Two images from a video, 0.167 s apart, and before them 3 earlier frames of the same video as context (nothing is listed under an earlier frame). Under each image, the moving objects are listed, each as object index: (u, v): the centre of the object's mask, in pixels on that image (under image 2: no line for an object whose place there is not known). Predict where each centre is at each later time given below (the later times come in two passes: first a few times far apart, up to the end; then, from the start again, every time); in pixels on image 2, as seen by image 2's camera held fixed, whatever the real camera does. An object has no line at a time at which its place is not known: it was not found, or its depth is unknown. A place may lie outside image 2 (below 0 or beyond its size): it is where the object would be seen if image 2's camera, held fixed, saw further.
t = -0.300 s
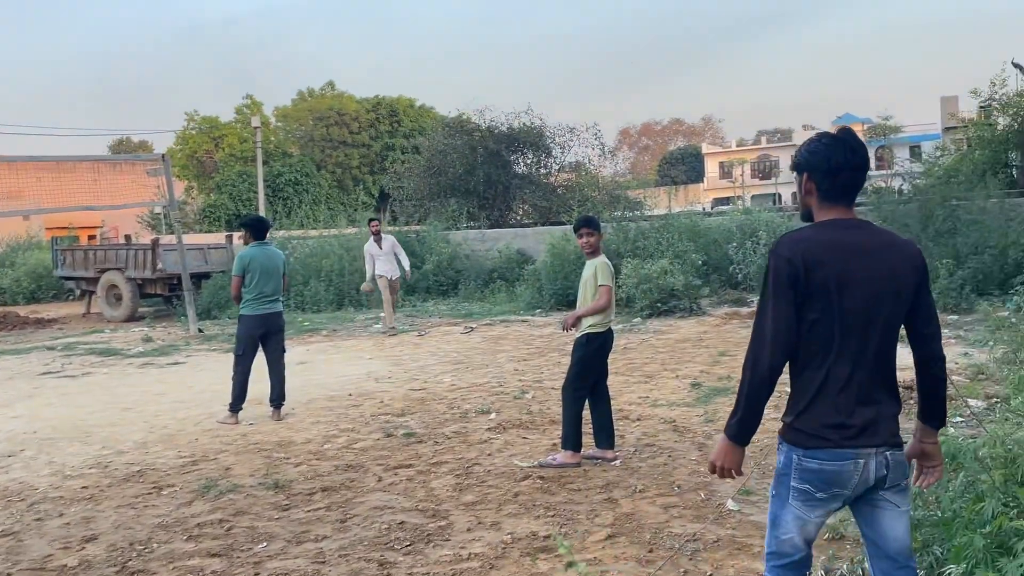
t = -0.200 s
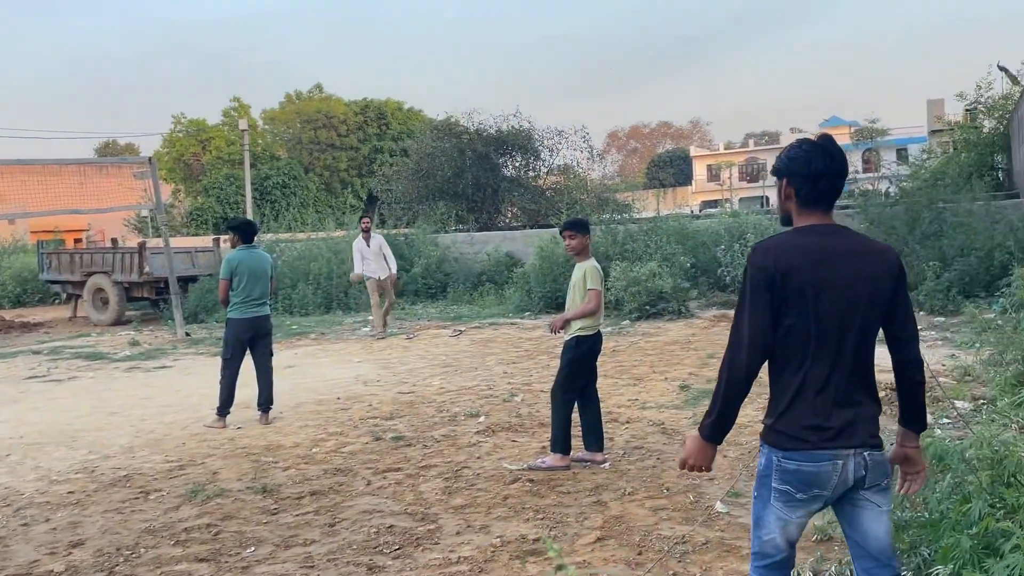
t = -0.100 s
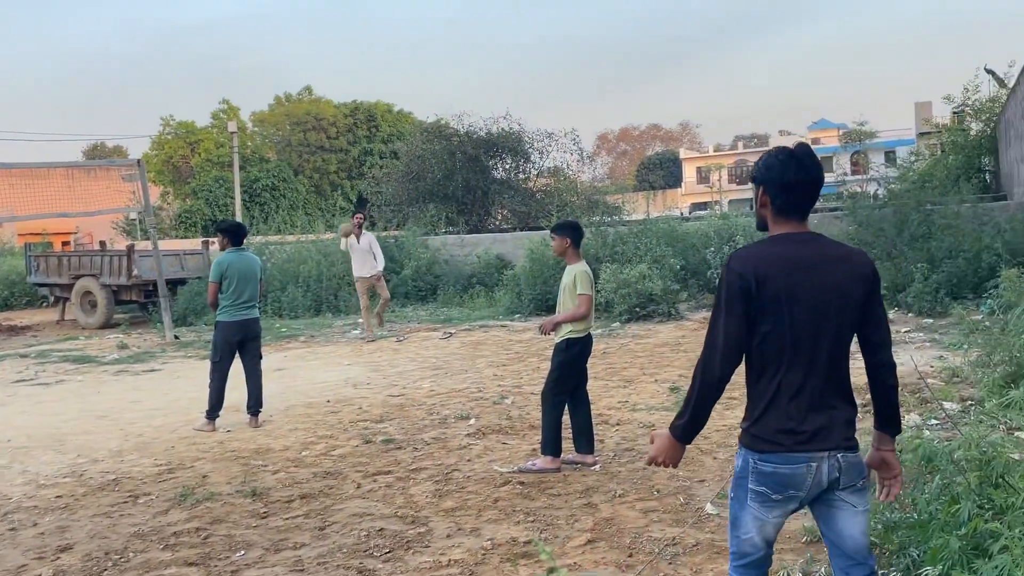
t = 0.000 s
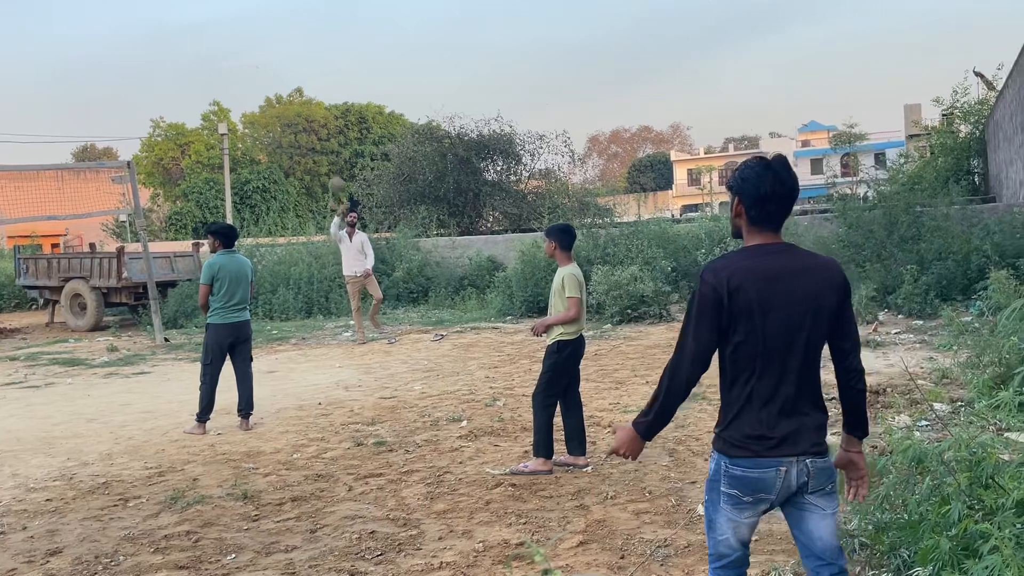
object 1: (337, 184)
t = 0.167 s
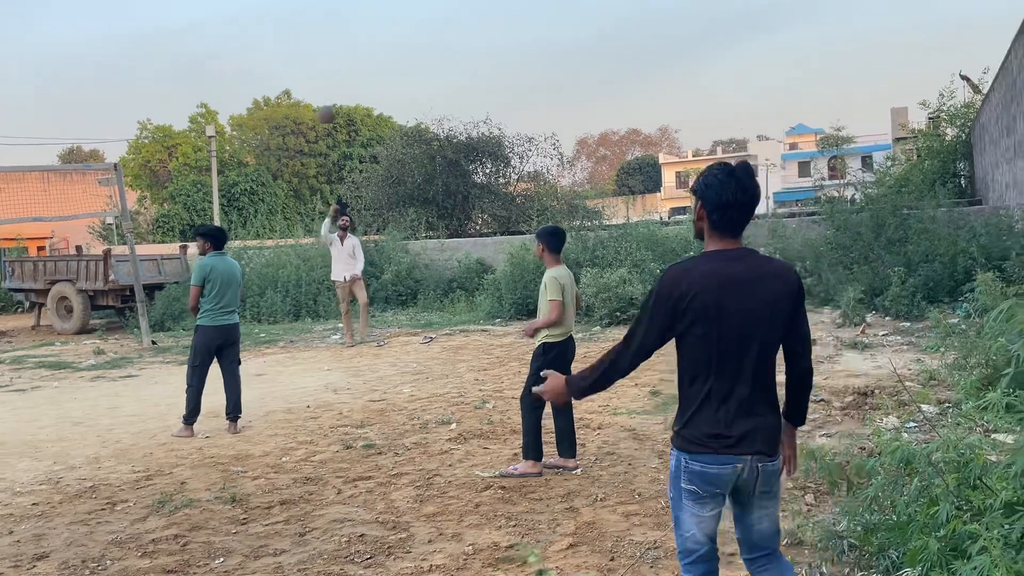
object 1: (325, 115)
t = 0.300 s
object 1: (328, 63)
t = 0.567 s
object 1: (344, 11)
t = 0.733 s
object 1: (366, 33)
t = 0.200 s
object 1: (326, 101)
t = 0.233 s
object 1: (327, 88)
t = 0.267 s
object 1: (328, 75)
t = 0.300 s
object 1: (328, 63)
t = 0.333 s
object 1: (329, 53)
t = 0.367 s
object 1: (331, 44)
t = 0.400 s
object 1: (332, 35)
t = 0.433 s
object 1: (334, 27)
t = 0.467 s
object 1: (336, 20)
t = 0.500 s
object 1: (338, 14)
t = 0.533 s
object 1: (341, 11)
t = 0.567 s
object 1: (344, 11)
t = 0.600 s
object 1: (347, 12)
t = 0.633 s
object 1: (352, 13)
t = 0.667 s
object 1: (356, 16)
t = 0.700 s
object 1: (361, 22)
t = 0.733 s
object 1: (366, 33)
